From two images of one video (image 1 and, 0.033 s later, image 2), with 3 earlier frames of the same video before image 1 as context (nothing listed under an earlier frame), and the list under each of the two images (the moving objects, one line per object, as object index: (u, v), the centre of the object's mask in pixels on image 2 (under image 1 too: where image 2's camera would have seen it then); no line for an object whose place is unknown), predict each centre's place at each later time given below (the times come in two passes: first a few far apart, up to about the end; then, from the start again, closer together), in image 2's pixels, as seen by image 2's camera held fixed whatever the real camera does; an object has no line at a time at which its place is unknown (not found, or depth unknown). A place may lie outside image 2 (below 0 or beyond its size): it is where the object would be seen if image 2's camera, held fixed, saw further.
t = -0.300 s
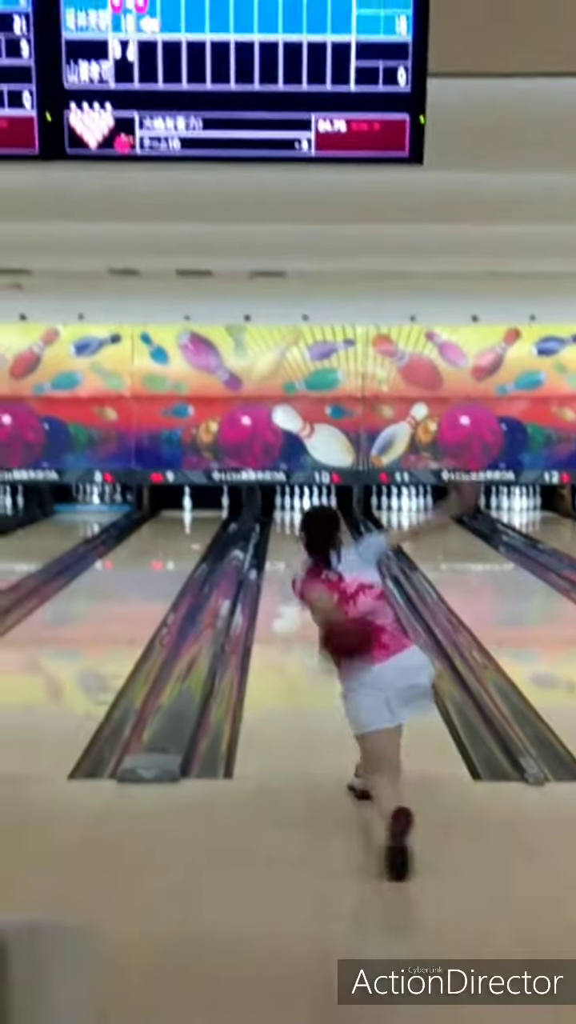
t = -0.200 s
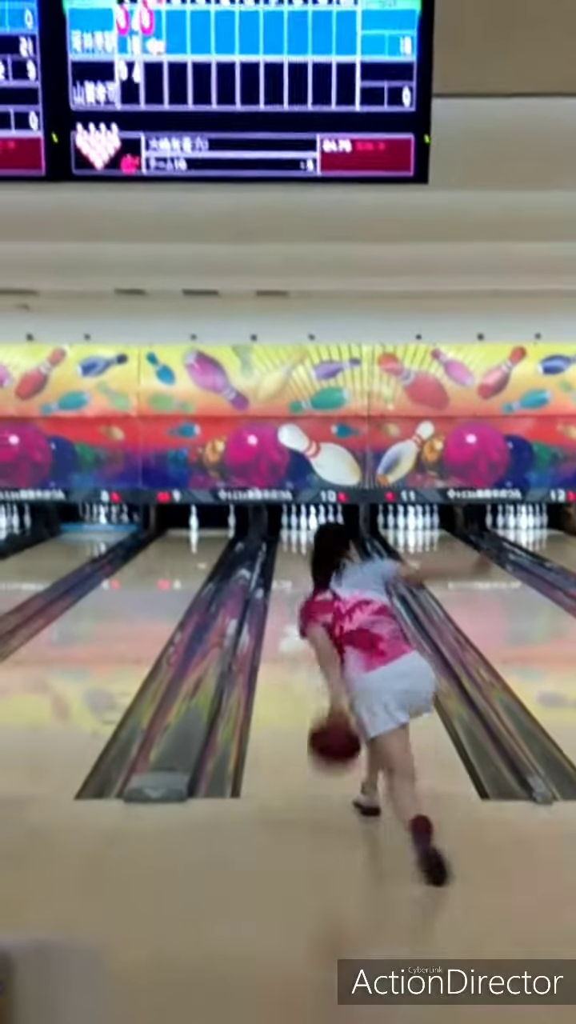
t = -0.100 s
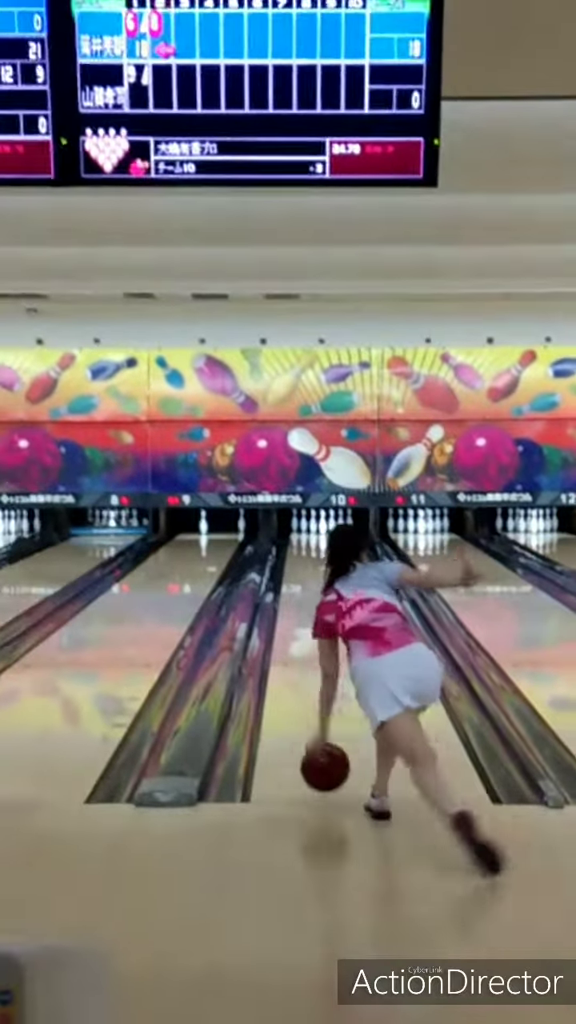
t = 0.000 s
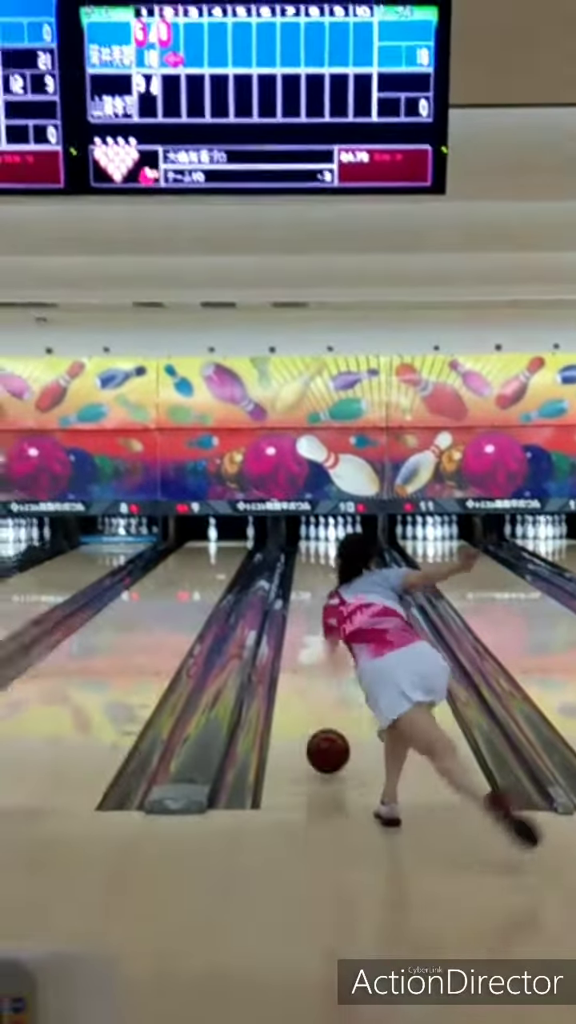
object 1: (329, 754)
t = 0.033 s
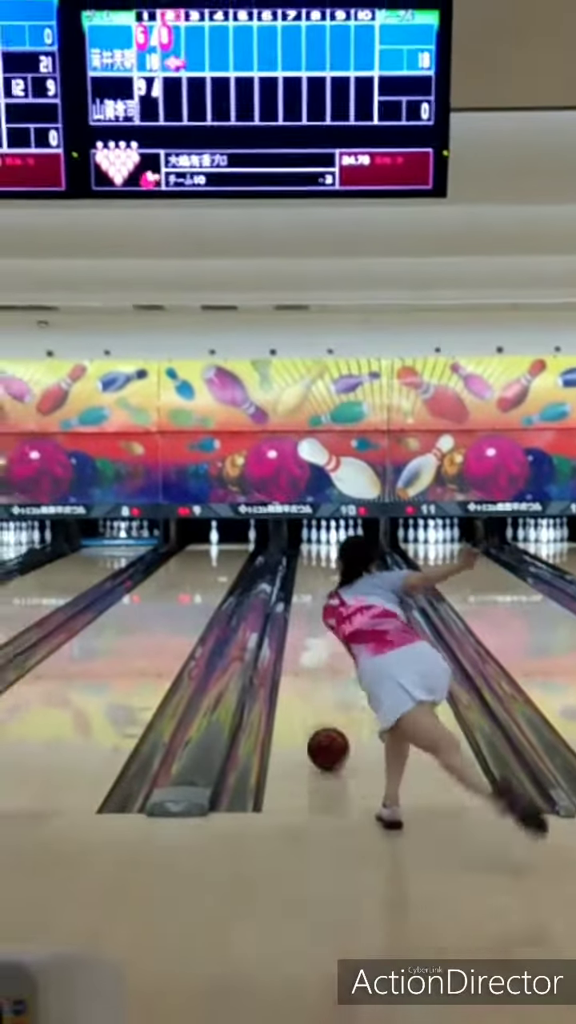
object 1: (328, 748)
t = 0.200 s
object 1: (322, 707)
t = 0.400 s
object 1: (317, 669)
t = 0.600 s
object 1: (308, 643)
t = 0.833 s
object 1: (311, 618)
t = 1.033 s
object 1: (305, 602)
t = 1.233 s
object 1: (305, 589)
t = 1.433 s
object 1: (309, 576)
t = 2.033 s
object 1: (312, 553)
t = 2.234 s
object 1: (318, 546)
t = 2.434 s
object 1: (323, 541)
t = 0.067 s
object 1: (326, 739)
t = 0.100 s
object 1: (325, 730)
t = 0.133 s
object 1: (324, 722)
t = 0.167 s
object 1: (323, 714)
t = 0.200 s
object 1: (322, 707)
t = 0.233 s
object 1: (321, 699)
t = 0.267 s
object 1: (320, 692)
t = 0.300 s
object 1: (319, 686)
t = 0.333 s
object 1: (318, 680)
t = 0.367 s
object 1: (317, 674)
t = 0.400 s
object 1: (317, 669)
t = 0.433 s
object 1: (316, 664)
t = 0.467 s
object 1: (316, 659)
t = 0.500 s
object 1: (315, 655)
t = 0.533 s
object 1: (314, 650)
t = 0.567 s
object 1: (311, 647)
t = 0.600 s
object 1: (308, 643)
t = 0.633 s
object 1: (307, 640)
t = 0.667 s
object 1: (312, 635)
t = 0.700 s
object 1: (313, 631)
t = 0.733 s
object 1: (312, 628)
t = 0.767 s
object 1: (312, 624)
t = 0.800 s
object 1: (311, 621)
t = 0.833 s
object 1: (311, 618)
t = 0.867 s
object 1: (311, 615)
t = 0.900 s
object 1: (311, 612)
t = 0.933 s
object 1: (311, 609)
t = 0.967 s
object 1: (311, 606)
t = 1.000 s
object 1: (311, 603)
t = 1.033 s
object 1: (305, 602)
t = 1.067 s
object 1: (305, 600)
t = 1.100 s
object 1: (306, 598)
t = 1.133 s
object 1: (306, 595)
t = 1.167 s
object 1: (306, 593)
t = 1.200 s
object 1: (305, 591)
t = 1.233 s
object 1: (305, 589)
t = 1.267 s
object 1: (305, 587)
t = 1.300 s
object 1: (305, 585)
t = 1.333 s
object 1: (309, 582)
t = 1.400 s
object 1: (309, 578)
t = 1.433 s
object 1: (309, 576)
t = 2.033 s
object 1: (312, 553)
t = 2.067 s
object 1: (313, 552)
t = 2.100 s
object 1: (314, 550)
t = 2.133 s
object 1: (314, 550)
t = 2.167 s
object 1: (315, 549)
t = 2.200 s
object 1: (315, 548)
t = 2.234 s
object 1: (318, 546)
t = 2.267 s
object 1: (319, 545)
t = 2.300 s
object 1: (320, 544)
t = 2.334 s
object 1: (321, 543)
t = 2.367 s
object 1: (322, 543)
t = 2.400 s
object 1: (323, 542)
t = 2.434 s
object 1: (323, 541)
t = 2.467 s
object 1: (323, 541)
